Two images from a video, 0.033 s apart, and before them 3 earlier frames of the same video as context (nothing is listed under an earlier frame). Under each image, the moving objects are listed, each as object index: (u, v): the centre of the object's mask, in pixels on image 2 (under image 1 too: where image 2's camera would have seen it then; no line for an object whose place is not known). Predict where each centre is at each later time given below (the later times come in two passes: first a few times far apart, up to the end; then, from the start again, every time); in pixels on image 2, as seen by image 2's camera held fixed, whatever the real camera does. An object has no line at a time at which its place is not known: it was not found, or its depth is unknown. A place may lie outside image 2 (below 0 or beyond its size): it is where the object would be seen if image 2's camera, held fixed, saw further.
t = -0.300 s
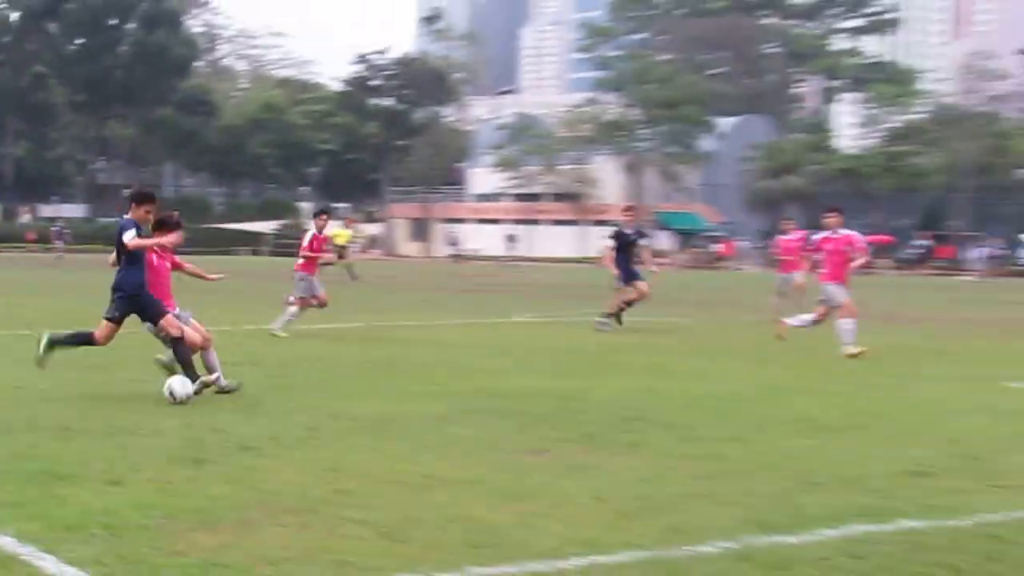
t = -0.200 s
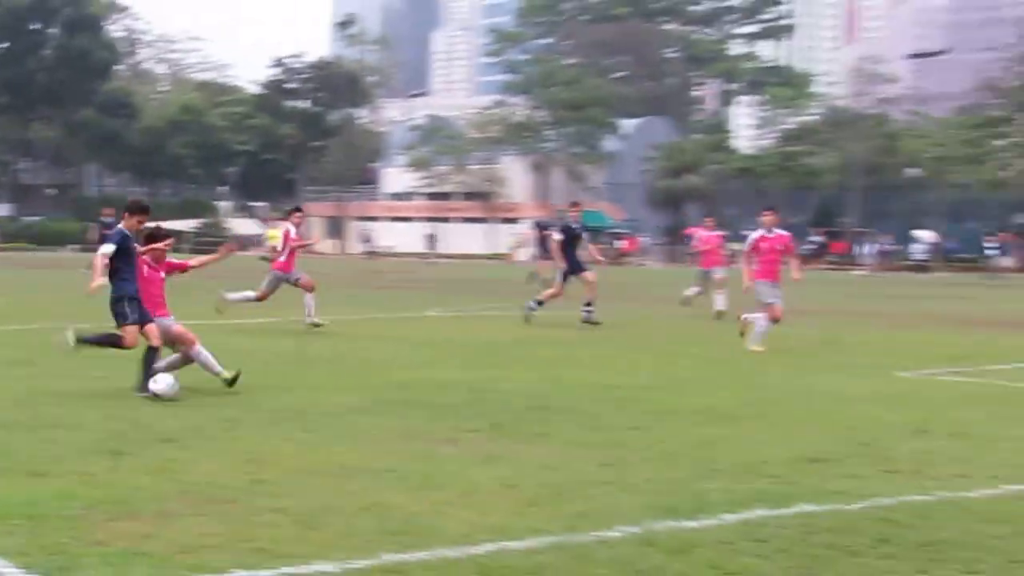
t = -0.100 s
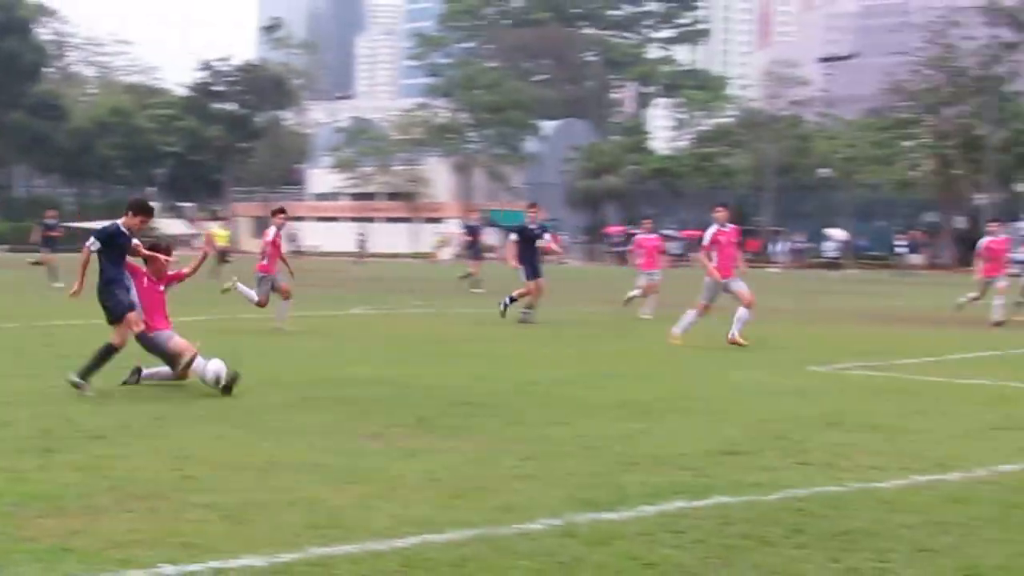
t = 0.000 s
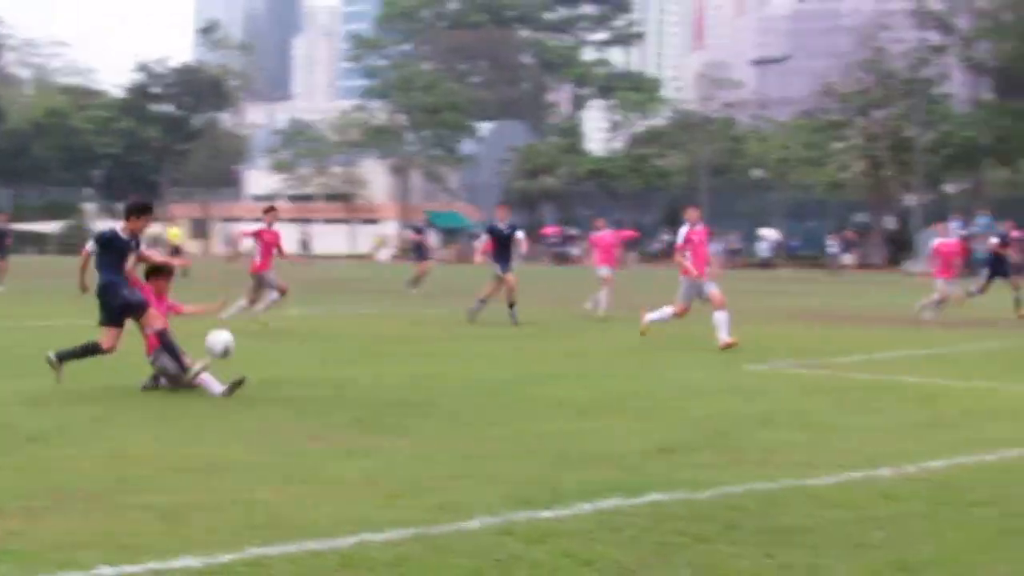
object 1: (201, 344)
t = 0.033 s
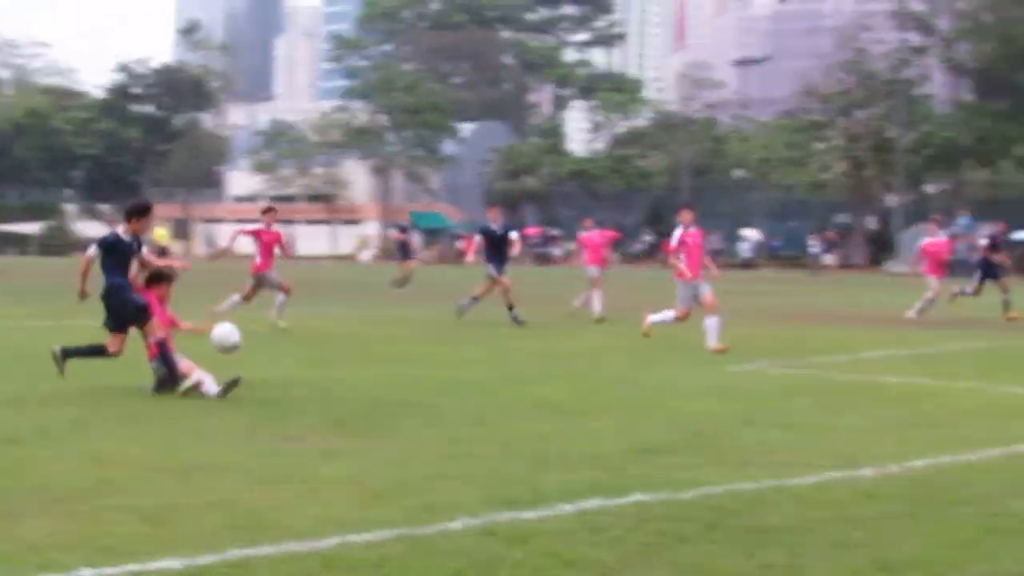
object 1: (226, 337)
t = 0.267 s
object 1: (427, 320)
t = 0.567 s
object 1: (782, 436)
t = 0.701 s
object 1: (968, 453)
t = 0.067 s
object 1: (251, 331)
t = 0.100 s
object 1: (278, 325)
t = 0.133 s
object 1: (305, 322)
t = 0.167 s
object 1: (335, 319)
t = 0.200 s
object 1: (364, 319)
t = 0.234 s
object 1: (395, 318)
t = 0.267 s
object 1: (427, 320)
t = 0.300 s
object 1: (462, 324)
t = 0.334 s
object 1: (495, 330)
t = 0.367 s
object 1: (531, 338)
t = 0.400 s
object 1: (570, 350)
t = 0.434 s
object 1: (607, 360)
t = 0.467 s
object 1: (650, 377)
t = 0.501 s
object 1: (692, 394)
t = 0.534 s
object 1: (735, 413)
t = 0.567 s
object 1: (782, 436)
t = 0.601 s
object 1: (831, 468)
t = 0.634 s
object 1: (878, 472)
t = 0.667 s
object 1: (922, 460)
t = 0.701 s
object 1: (968, 453)
